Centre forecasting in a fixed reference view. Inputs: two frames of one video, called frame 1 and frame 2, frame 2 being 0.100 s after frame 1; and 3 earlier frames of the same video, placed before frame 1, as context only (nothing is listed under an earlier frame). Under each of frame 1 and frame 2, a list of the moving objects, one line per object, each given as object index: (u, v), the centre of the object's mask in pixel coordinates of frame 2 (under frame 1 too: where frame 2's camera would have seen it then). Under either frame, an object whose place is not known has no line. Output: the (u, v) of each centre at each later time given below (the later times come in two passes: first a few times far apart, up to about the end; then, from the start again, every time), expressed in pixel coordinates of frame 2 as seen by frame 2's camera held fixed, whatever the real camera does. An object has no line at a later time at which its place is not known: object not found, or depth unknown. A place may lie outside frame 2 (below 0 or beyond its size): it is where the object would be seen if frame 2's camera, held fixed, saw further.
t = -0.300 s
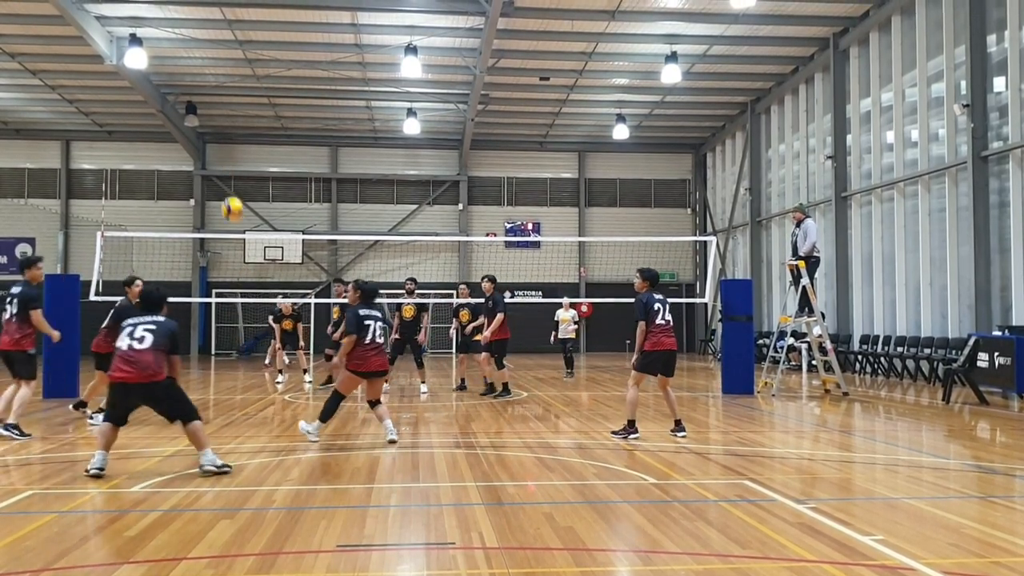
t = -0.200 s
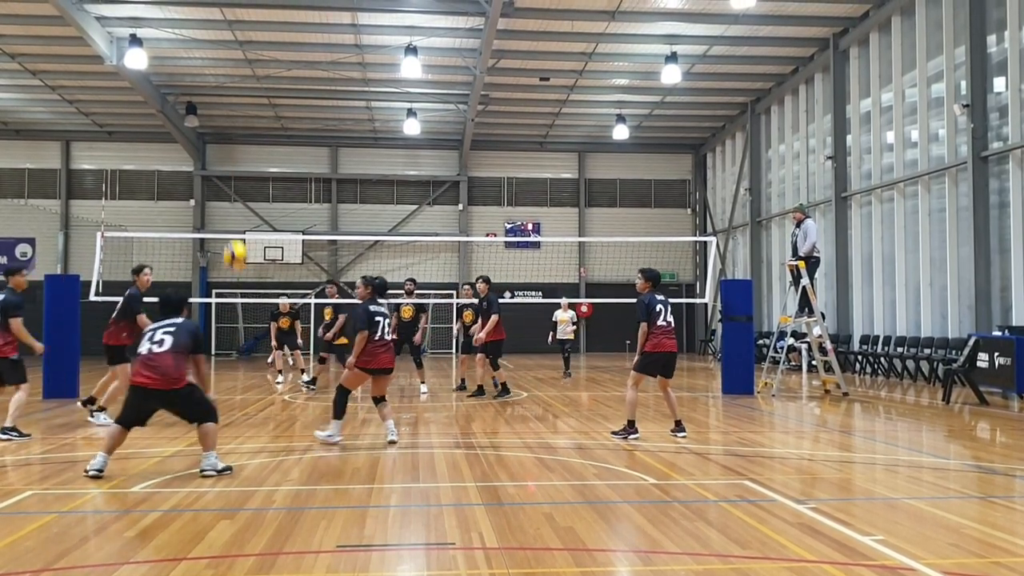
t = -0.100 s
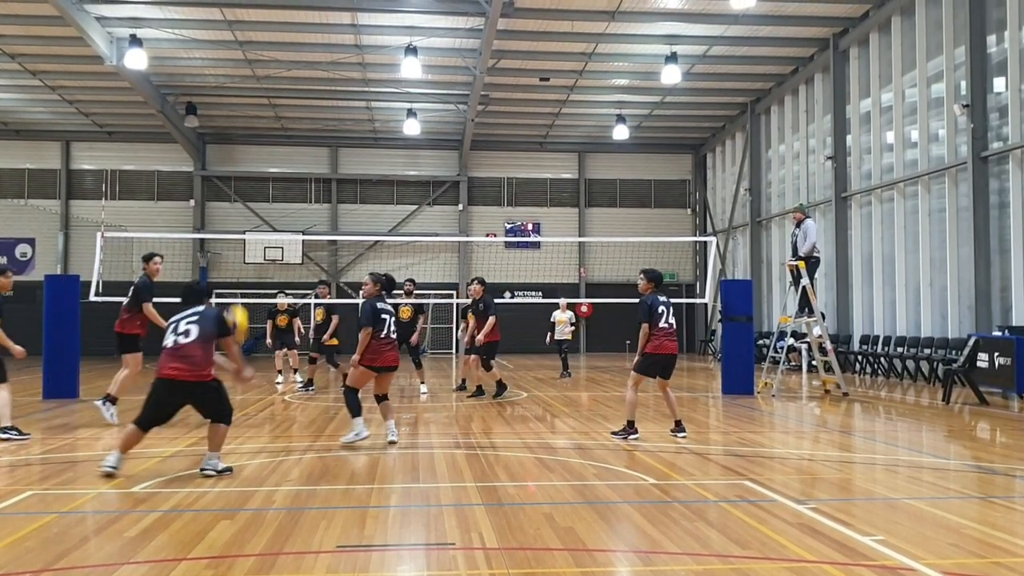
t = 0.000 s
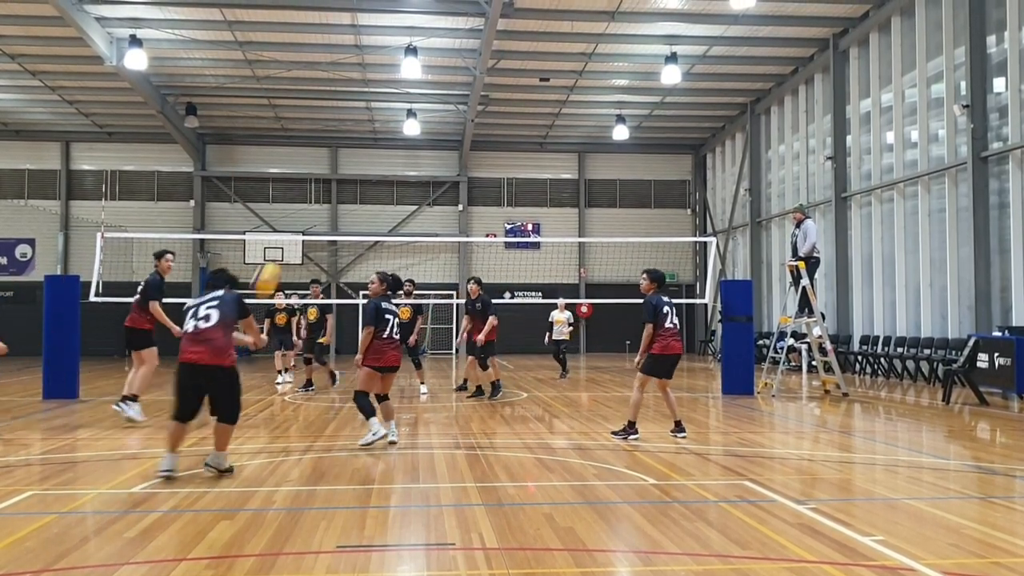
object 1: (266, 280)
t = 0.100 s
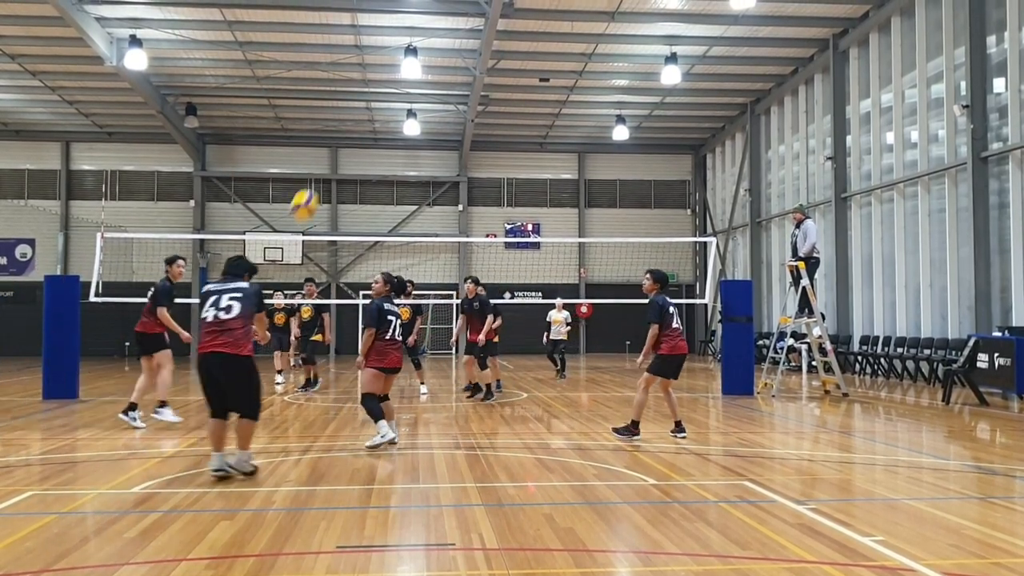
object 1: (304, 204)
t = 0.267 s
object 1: (361, 117)
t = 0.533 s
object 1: (439, 53)
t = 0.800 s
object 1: (504, 59)
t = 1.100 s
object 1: (567, 139)
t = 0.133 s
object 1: (317, 184)
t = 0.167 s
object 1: (328, 166)
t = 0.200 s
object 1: (339, 146)
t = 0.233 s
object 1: (350, 132)
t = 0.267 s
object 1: (361, 117)
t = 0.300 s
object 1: (372, 104)
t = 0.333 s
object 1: (381, 92)
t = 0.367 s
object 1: (391, 83)
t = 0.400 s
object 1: (401, 75)
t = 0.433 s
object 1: (412, 67)
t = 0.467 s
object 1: (422, 60)
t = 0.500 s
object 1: (431, 55)
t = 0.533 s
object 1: (439, 53)
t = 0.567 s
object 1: (449, 50)
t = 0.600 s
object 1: (457, 48)
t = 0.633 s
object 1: (464, 47)
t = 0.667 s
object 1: (474, 47)
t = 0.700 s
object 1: (482, 49)
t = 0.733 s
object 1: (489, 52)
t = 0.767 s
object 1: (496, 55)
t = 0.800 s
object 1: (504, 59)
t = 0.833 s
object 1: (511, 65)
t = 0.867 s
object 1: (519, 71)
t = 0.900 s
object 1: (526, 78)
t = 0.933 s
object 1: (534, 86)
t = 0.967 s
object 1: (540, 95)
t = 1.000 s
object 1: (547, 105)
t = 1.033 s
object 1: (553, 116)
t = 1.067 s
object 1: (560, 127)
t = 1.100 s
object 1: (567, 139)
